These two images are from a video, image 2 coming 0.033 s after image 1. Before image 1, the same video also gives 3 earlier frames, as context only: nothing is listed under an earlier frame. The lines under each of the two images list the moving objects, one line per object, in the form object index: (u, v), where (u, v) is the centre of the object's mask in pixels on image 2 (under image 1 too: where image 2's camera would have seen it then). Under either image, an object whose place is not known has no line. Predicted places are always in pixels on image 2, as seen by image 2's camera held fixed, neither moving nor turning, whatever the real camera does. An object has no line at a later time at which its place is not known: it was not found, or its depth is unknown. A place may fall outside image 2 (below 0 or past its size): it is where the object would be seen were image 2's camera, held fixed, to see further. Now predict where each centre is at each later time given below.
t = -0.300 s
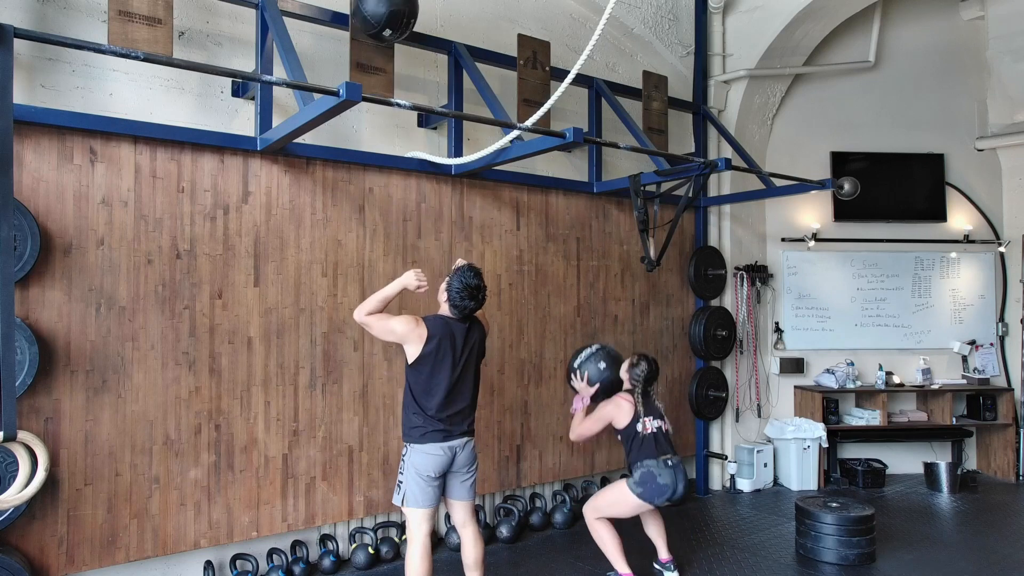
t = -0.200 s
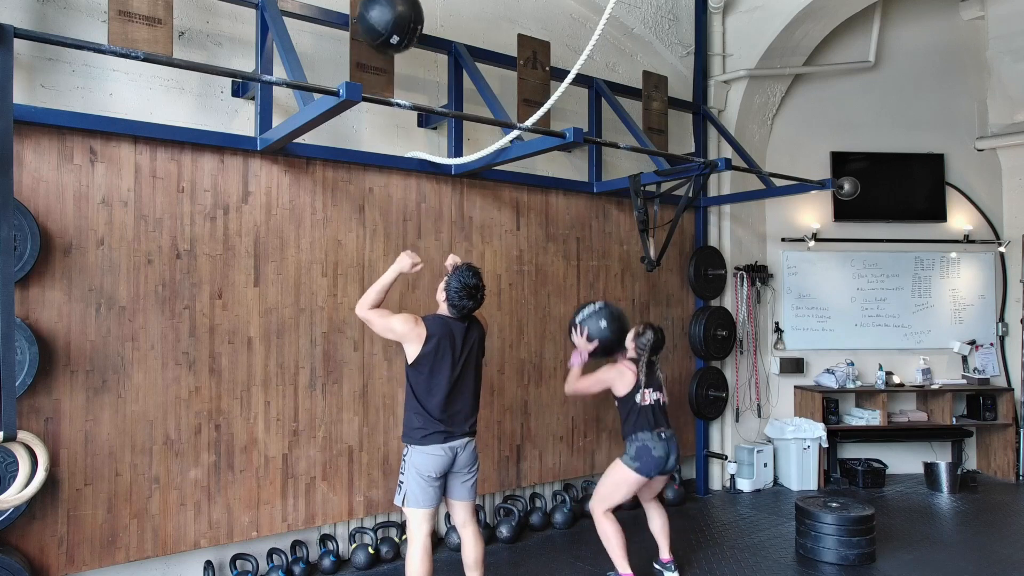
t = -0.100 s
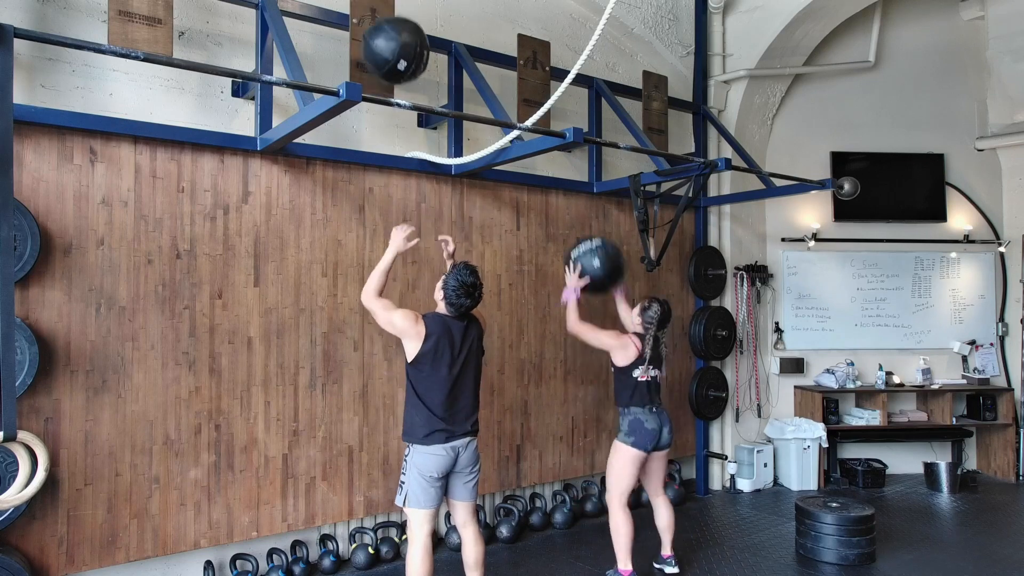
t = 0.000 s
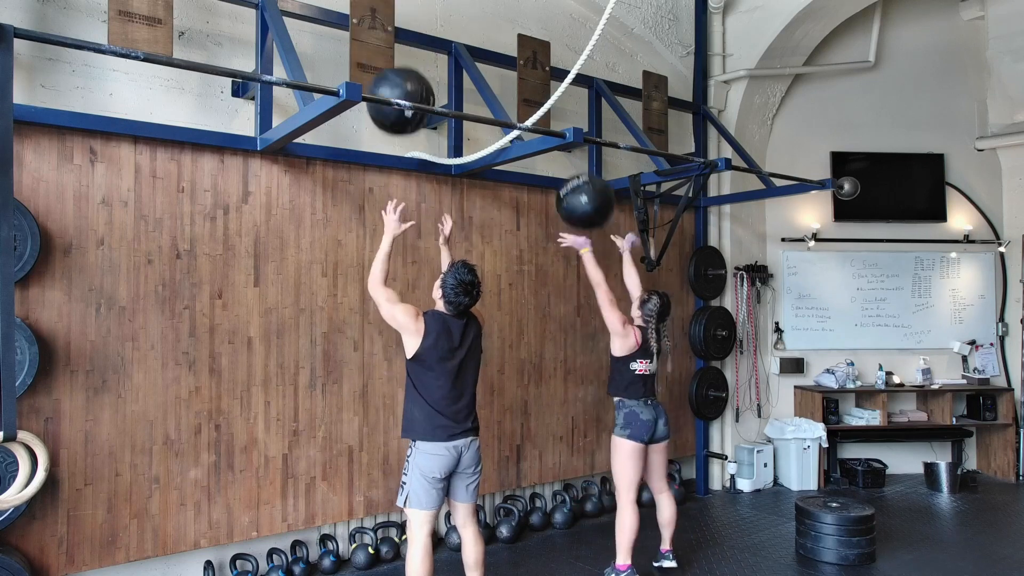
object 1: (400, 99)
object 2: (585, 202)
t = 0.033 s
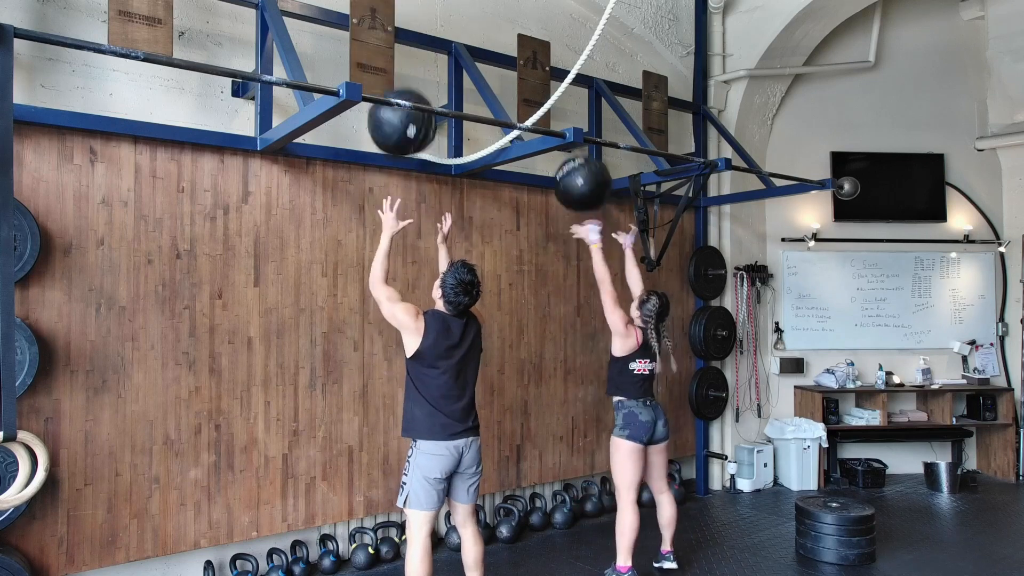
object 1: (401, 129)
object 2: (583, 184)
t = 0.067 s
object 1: (404, 147)
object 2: (580, 168)
